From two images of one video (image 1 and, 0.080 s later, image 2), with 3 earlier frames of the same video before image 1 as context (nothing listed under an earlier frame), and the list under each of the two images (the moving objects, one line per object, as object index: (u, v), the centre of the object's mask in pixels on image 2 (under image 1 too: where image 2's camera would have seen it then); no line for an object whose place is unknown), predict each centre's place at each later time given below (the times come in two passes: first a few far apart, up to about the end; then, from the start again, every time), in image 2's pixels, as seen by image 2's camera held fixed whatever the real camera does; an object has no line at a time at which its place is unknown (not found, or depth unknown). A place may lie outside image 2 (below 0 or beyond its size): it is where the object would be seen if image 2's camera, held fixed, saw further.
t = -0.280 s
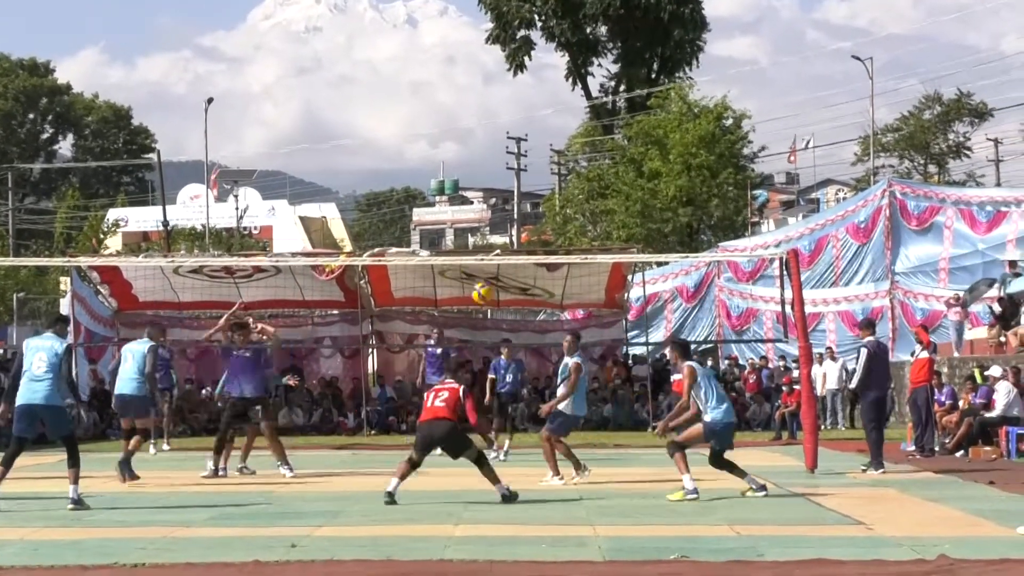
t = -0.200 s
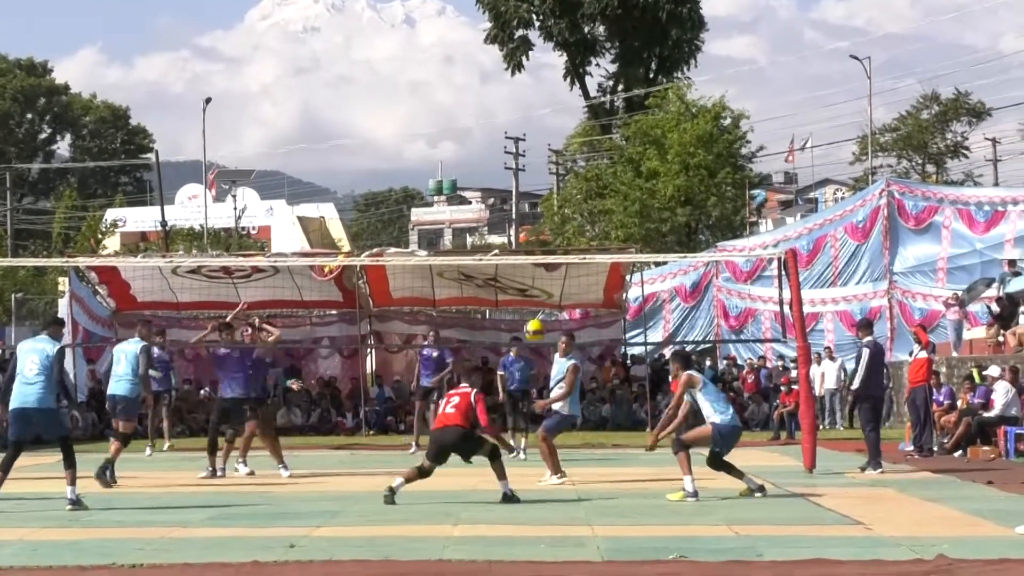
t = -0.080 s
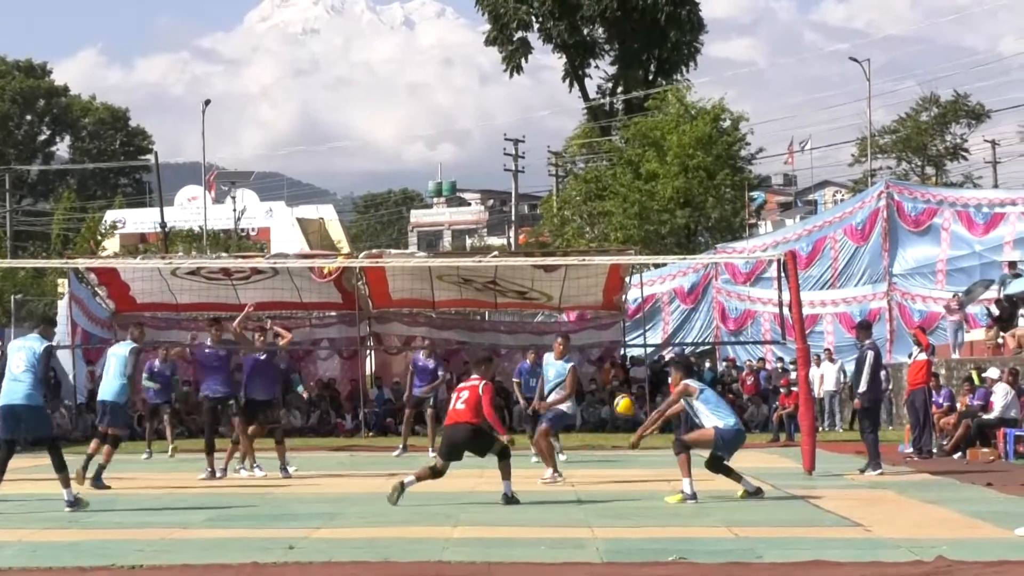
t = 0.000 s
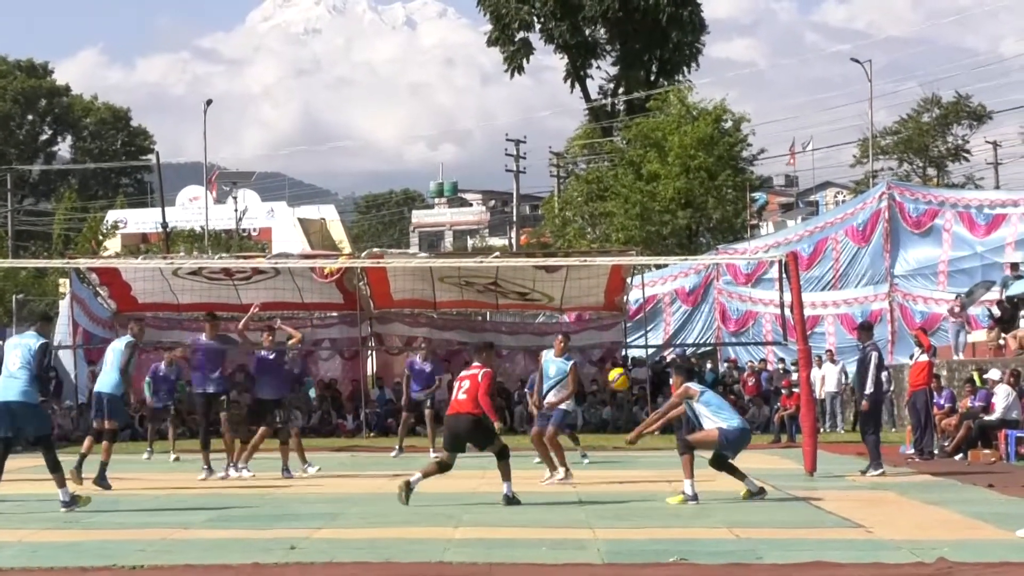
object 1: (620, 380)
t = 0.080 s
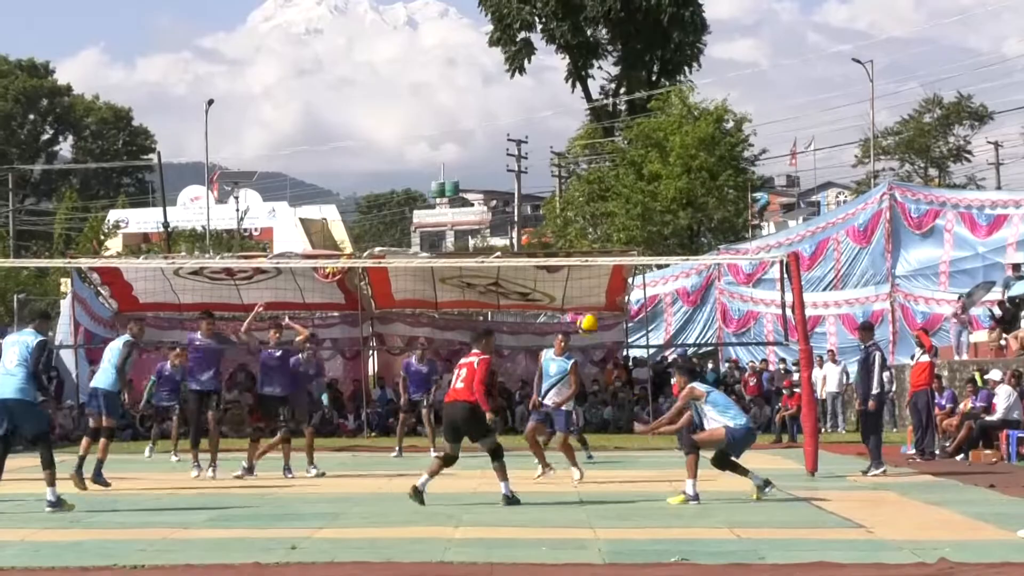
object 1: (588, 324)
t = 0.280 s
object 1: (511, 222)
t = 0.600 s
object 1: (396, 148)
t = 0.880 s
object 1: (299, 168)
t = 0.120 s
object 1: (572, 301)
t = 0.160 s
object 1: (556, 278)
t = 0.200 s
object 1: (540, 257)
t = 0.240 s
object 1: (525, 238)
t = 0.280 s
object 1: (511, 222)
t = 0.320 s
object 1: (496, 207)
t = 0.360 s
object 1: (482, 194)
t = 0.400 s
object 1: (467, 181)
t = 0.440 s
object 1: (453, 171)
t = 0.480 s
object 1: (438, 164)
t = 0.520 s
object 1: (424, 156)
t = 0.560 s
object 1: (410, 151)
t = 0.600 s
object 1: (396, 148)
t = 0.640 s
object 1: (382, 146)
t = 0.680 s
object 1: (368, 145)
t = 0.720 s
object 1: (354, 146)
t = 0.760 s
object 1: (340, 150)
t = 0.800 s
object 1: (327, 154)
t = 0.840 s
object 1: (313, 160)
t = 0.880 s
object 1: (299, 168)
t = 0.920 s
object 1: (286, 176)
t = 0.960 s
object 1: (272, 186)
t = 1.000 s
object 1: (259, 200)
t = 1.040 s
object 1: (245, 213)
